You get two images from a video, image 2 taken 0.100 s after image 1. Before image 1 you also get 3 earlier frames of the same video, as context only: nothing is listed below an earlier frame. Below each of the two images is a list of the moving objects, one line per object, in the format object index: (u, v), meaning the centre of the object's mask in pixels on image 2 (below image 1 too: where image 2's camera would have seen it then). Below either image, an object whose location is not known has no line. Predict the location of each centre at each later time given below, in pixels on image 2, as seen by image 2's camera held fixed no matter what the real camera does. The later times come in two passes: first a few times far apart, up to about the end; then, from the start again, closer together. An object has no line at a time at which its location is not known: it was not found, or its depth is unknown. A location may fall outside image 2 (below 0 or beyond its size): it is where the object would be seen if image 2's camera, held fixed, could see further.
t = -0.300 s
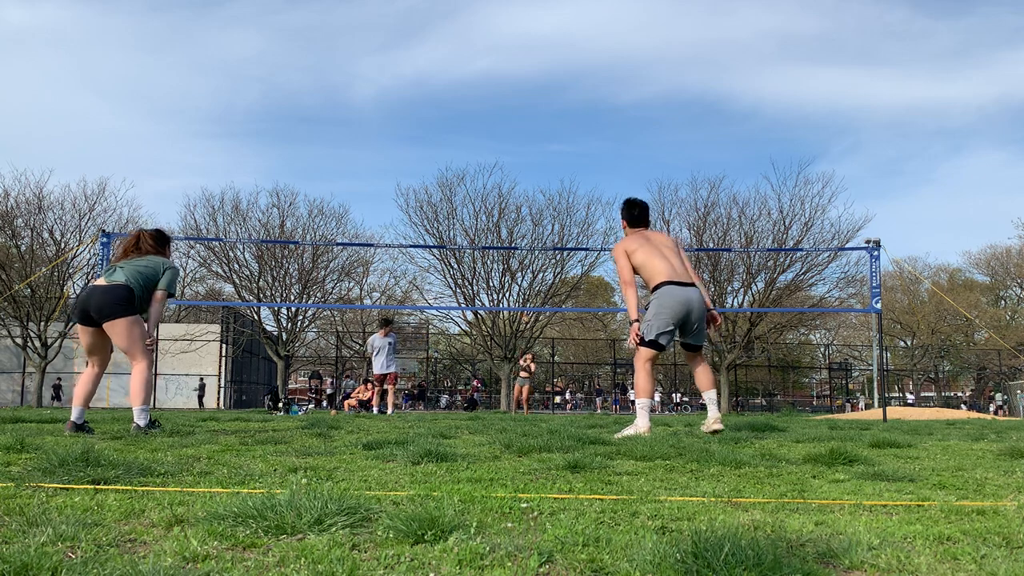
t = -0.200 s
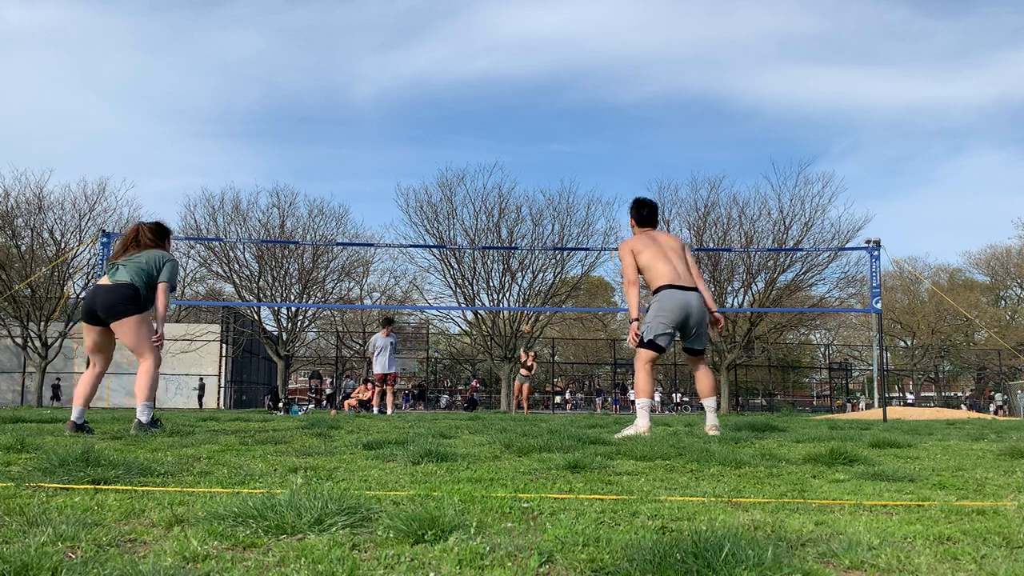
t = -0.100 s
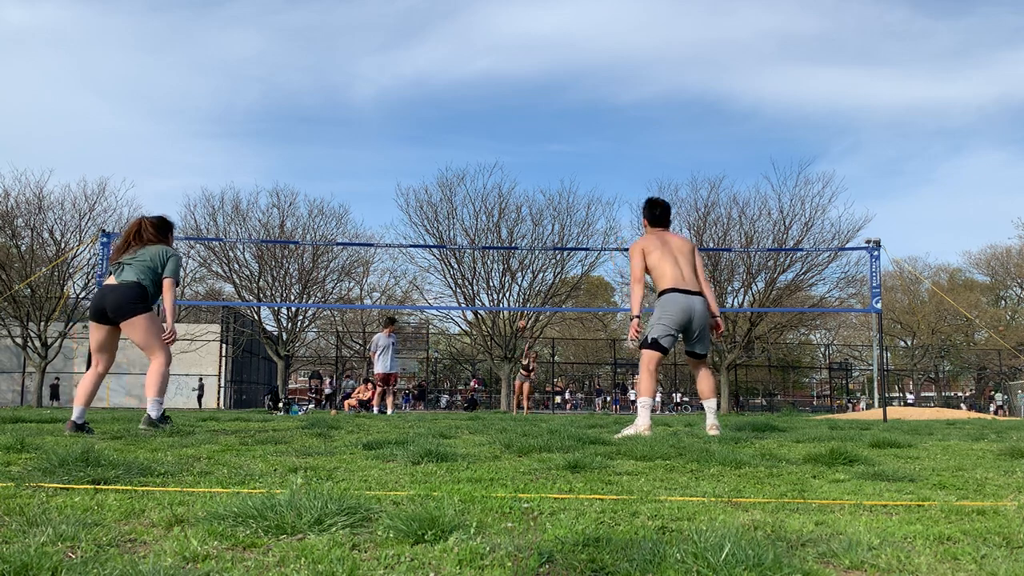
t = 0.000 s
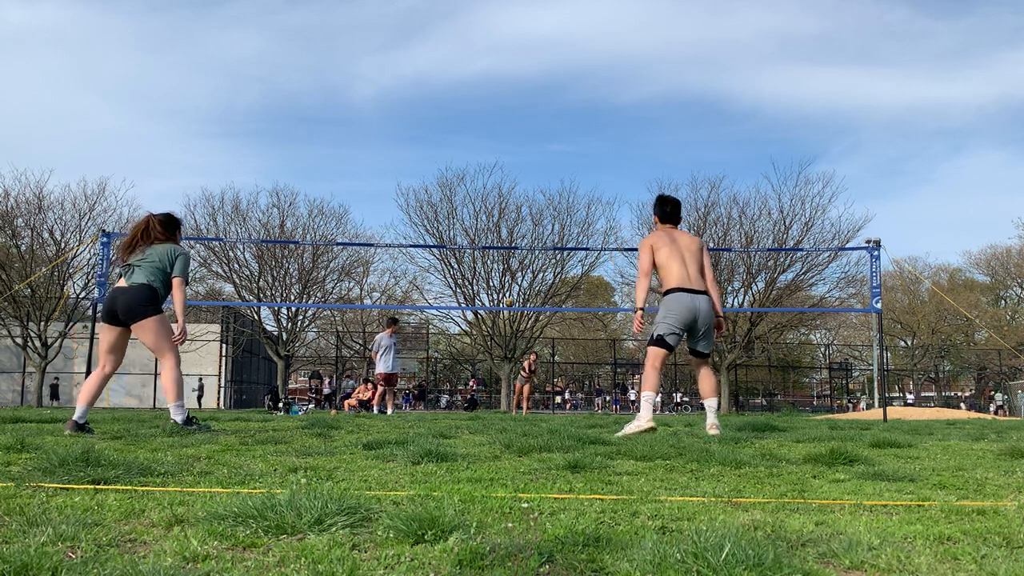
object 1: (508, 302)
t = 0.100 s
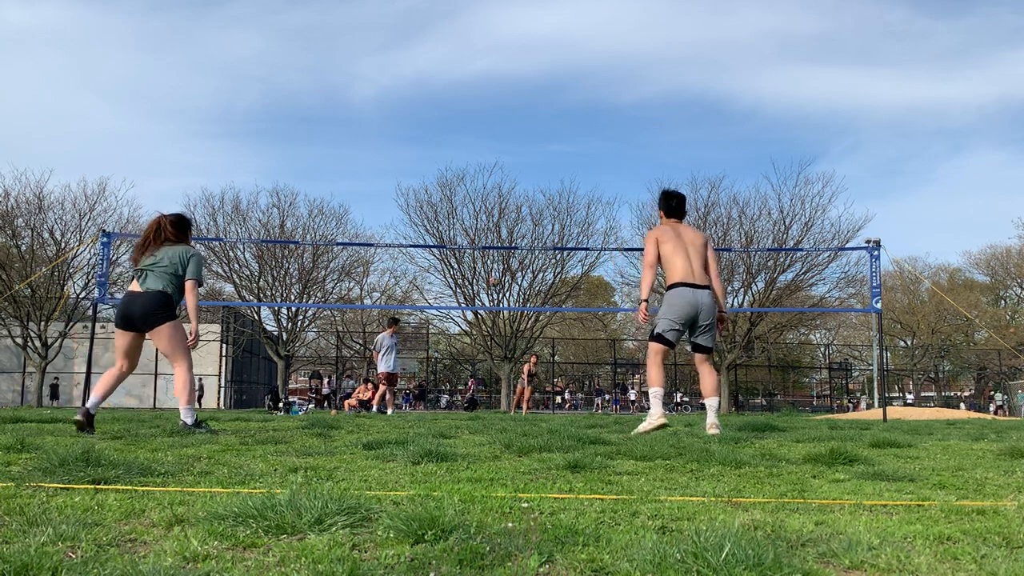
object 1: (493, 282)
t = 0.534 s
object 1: (389, 235)
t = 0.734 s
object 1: (314, 240)
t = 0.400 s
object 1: (430, 239)
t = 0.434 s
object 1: (421, 238)
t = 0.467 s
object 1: (411, 237)
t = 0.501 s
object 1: (401, 236)
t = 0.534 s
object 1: (389, 235)
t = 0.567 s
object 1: (377, 236)
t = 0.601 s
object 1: (363, 236)
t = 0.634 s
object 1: (350, 237)
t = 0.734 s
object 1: (314, 240)
